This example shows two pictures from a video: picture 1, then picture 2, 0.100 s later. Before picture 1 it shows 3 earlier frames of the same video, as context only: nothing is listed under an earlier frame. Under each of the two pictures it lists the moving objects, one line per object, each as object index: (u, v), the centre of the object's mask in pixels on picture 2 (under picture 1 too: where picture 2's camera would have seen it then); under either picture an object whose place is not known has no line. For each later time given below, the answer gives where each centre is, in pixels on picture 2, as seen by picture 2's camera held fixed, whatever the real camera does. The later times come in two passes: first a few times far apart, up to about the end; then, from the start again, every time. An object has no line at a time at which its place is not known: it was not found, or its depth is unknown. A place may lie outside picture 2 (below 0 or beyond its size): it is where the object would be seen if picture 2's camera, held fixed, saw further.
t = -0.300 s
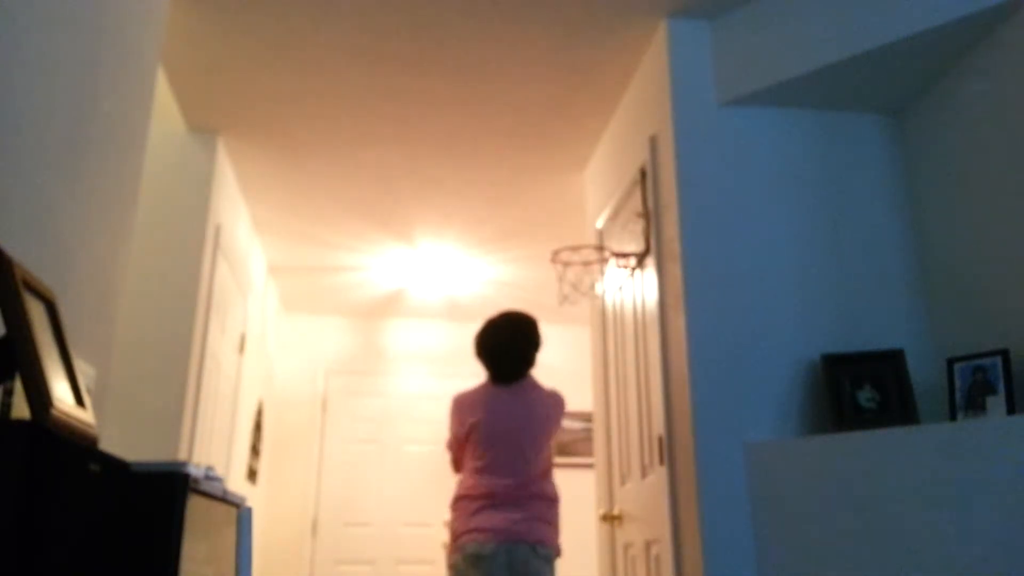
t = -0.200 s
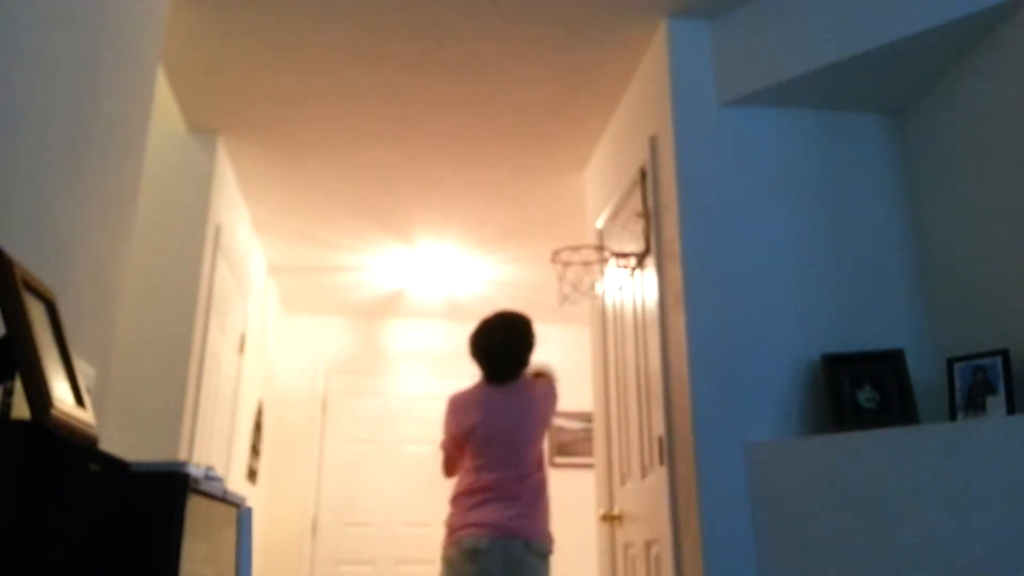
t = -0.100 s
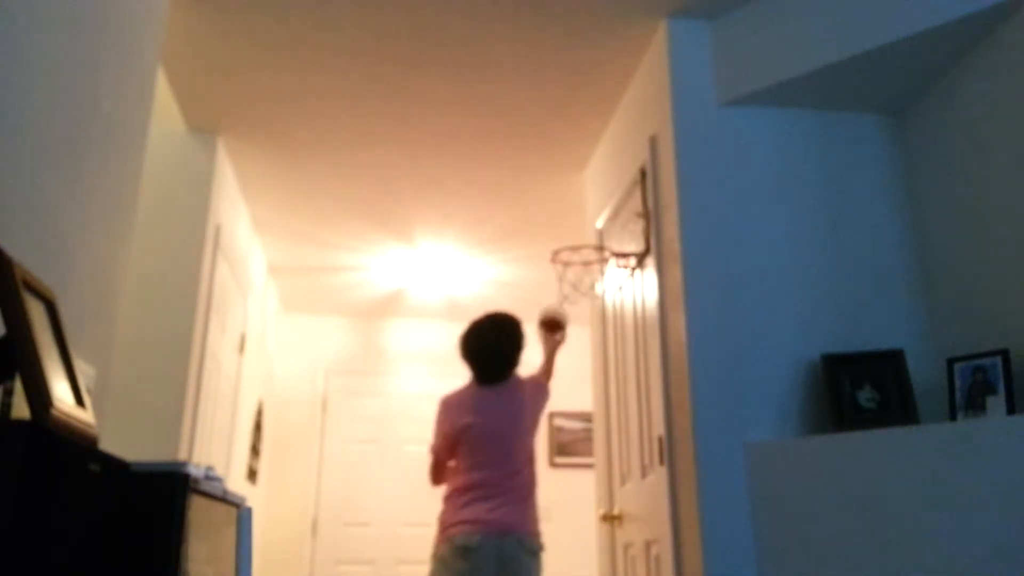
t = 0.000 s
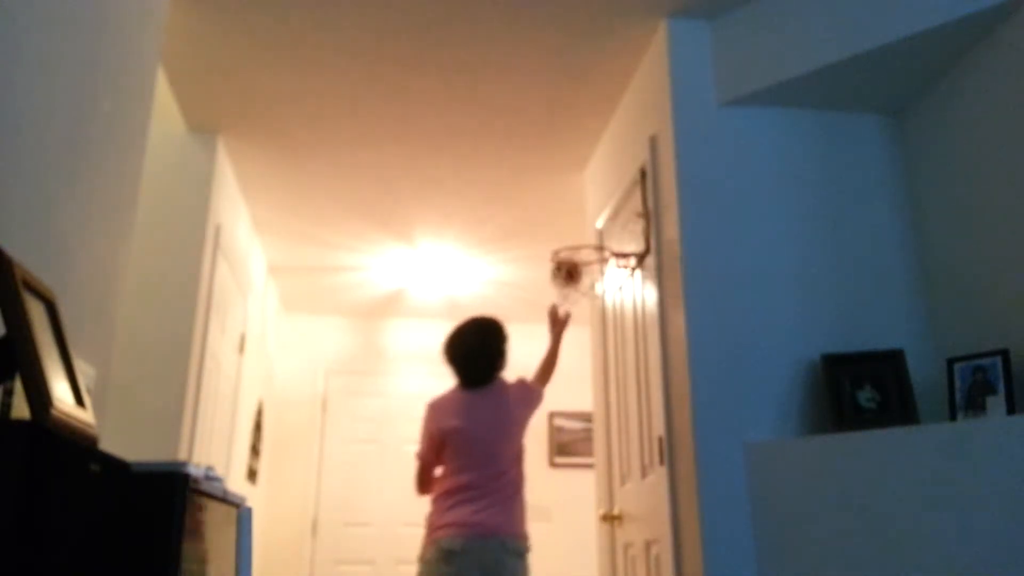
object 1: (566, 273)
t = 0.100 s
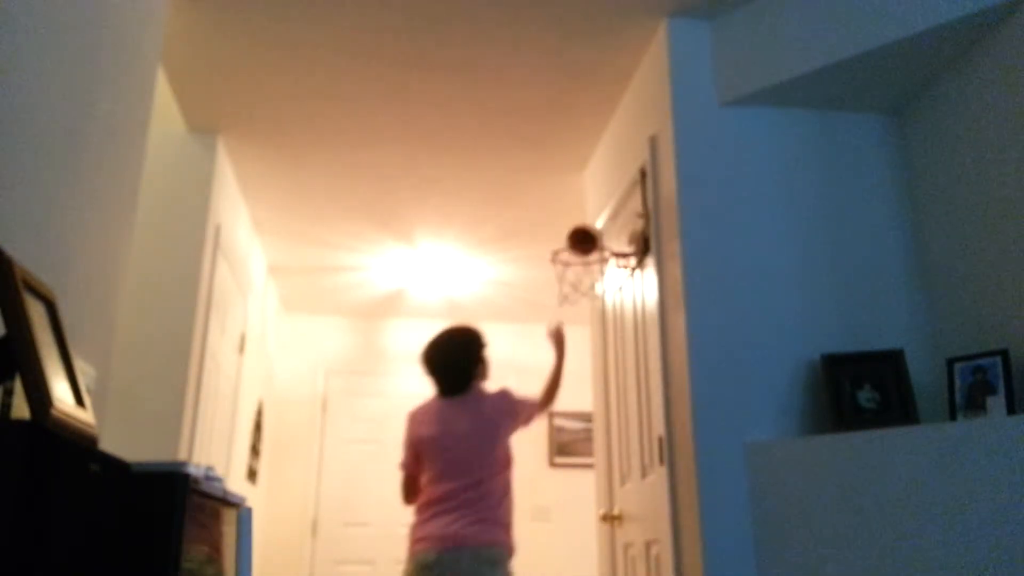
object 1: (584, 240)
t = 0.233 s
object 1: (606, 233)
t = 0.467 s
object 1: (575, 247)
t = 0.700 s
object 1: (592, 257)
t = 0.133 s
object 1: (588, 235)
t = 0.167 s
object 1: (594, 232)
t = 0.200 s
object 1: (600, 231)
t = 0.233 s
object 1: (606, 233)
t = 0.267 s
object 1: (608, 236)
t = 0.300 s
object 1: (605, 235)
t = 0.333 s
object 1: (600, 234)
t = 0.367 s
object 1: (596, 236)
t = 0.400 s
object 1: (591, 240)
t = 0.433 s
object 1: (585, 244)
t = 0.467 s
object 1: (575, 247)
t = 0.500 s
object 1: (570, 251)
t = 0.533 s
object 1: (569, 254)
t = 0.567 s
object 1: (574, 256)
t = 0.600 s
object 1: (580, 257)
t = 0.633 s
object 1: (587, 256)
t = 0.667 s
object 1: (591, 256)
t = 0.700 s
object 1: (592, 257)
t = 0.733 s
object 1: (589, 260)
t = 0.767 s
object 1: (586, 266)
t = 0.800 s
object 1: (582, 274)
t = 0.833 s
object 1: (578, 284)
